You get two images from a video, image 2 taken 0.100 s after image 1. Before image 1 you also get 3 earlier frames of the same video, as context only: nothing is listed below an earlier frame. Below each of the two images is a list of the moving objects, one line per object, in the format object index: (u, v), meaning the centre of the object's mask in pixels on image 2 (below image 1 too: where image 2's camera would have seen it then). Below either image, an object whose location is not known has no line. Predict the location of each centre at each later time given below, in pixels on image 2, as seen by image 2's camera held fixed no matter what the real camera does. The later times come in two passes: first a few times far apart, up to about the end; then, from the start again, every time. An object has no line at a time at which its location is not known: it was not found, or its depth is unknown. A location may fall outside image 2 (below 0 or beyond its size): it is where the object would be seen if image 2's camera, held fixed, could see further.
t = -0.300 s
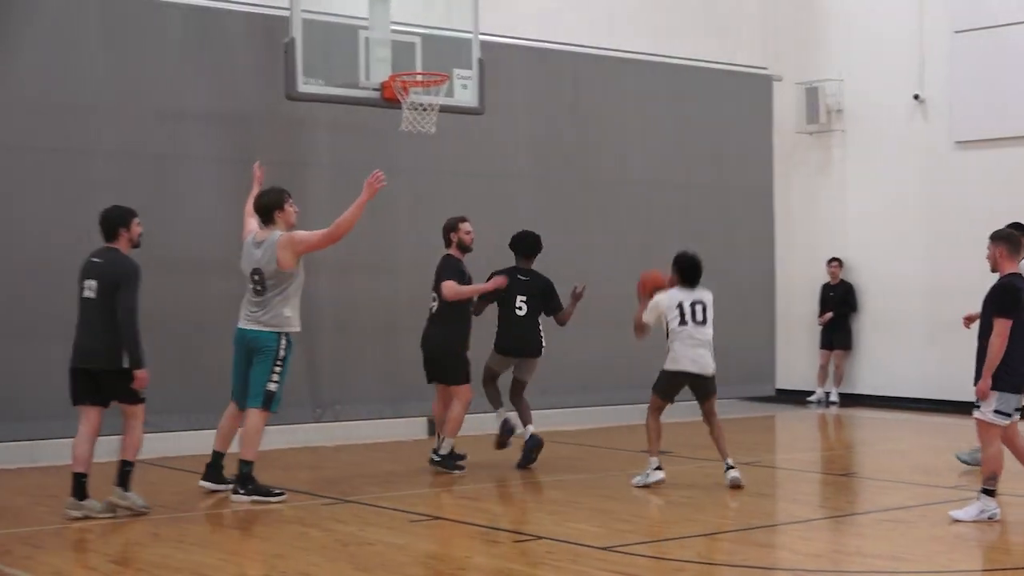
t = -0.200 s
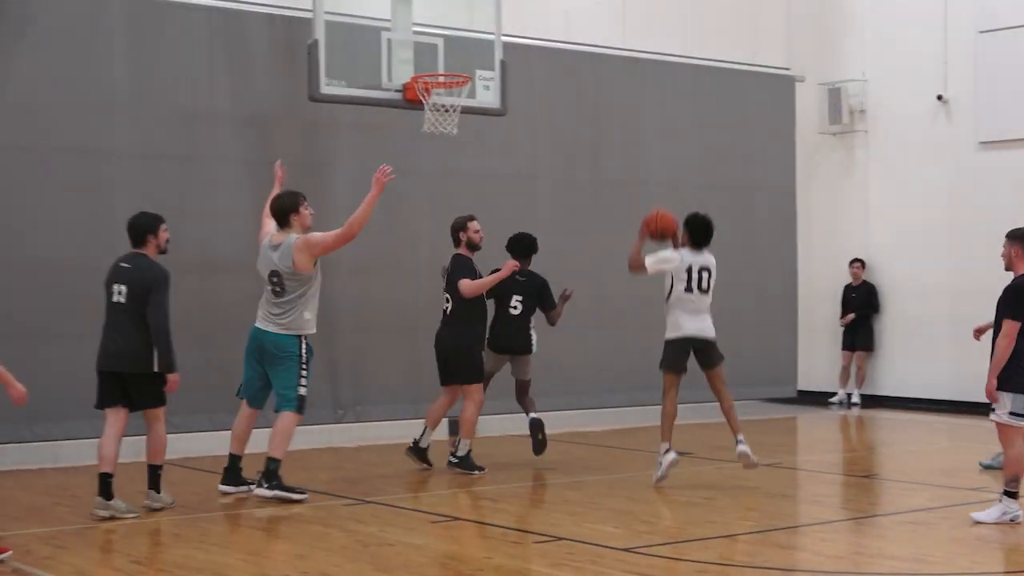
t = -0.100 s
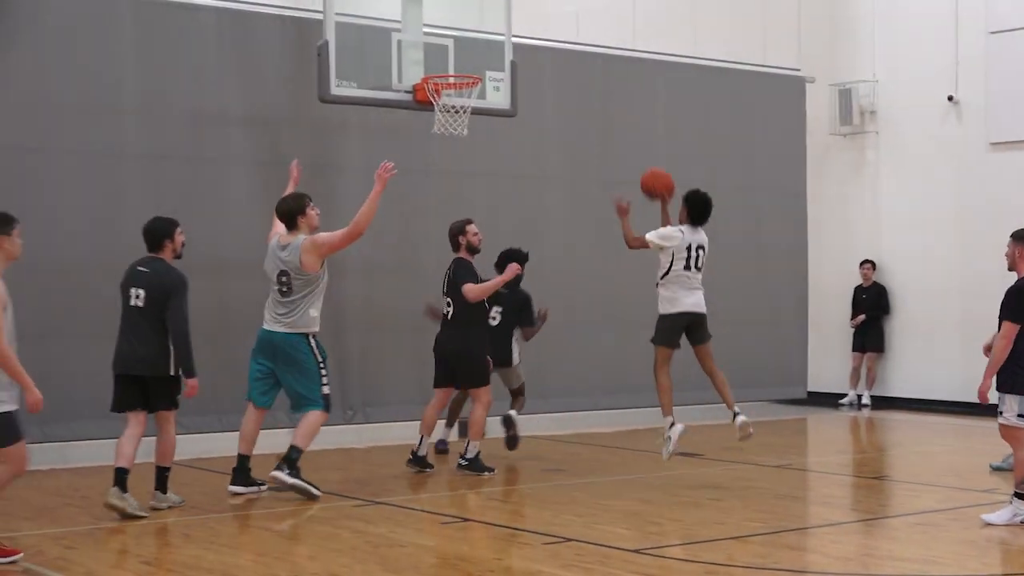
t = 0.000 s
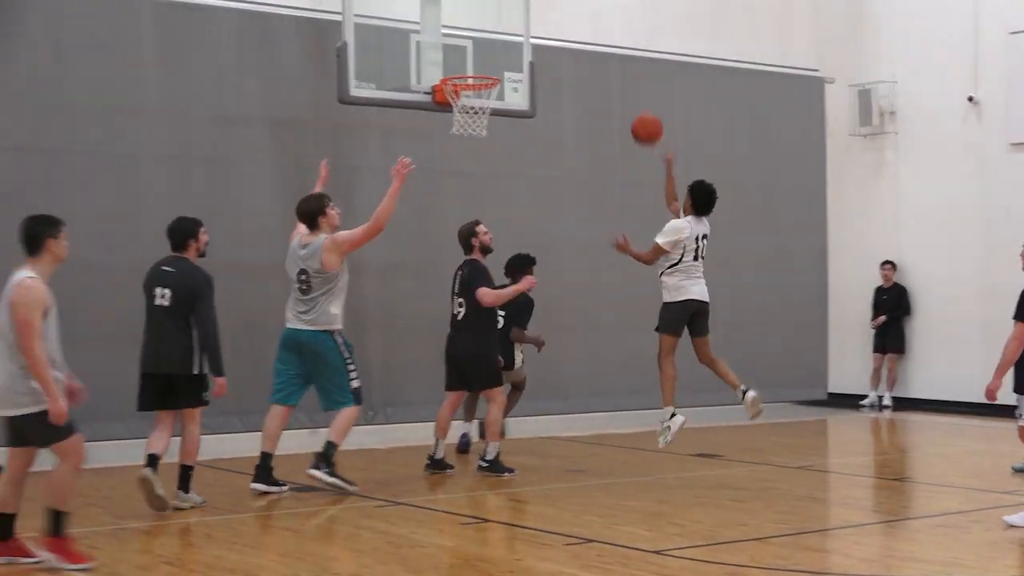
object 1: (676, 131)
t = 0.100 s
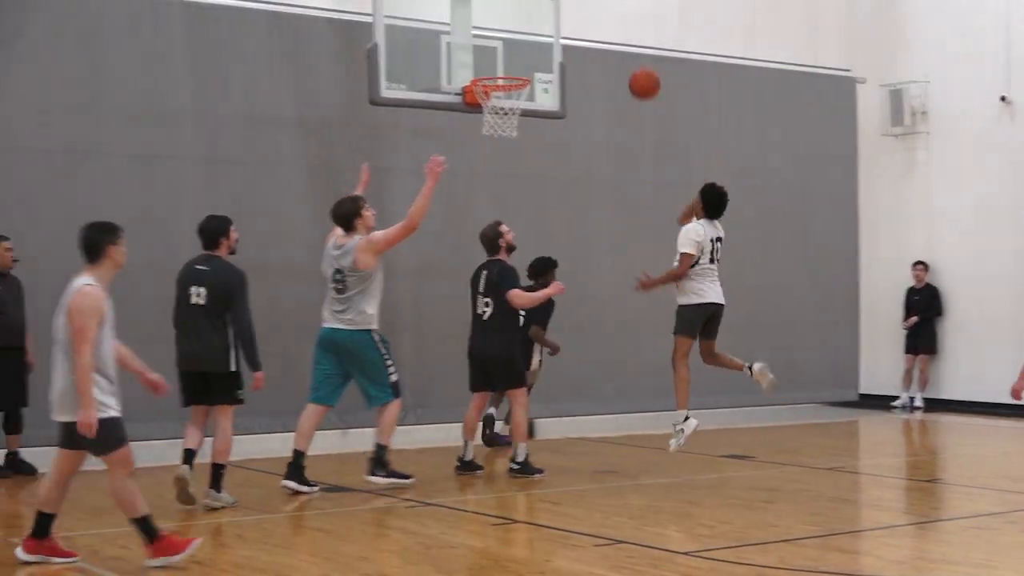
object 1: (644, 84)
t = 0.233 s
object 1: (605, 43)
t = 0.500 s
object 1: (526, 35)
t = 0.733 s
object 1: (484, 52)
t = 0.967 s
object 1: (494, 40)
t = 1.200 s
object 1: (500, 61)
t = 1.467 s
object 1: (497, 95)
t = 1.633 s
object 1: (505, 145)
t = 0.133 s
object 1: (635, 71)
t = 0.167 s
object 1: (625, 60)
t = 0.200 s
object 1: (615, 51)
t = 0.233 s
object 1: (605, 43)
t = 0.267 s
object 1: (594, 37)
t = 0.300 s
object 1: (584, 33)
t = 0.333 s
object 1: (574, 29)
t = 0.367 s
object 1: (564, 28)
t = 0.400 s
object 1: (554, 28)
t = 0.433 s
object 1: (545, 29)
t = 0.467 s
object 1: (535, 31)
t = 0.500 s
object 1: (526, 35)
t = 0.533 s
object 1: (517, 40)
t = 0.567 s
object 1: (509, 47)
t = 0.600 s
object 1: (499, 54)
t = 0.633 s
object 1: (490, 63)
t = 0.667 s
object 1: (483, 65)
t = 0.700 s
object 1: (482, 59)
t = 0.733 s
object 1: (484, 52)
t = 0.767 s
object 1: (485, 47)
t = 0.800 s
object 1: (487, 42)
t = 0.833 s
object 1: (488, 39)
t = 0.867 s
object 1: (490, 37)
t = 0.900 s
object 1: (491, 37)
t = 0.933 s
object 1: (493, 38)
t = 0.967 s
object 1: (494, 40)
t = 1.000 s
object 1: (496, 44)
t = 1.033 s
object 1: (497, 49)
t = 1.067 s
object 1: (499, 56)
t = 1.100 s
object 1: (500, 63)
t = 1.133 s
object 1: (500, 62)
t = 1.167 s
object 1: (500, 61)
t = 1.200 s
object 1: (500, 61)
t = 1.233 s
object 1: (500, 61)
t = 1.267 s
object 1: (499, 63)
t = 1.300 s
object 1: (499, 66)
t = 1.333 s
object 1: (498, 68)
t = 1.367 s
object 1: (498, 71)
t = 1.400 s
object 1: (494, 91)
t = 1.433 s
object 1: (498, 91)
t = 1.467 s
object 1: (497, 95)
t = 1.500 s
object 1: (501, 102)
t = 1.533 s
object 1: (502, 112)
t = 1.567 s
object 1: (502, 121)
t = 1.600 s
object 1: (504, 132)
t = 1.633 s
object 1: (505, 145)
